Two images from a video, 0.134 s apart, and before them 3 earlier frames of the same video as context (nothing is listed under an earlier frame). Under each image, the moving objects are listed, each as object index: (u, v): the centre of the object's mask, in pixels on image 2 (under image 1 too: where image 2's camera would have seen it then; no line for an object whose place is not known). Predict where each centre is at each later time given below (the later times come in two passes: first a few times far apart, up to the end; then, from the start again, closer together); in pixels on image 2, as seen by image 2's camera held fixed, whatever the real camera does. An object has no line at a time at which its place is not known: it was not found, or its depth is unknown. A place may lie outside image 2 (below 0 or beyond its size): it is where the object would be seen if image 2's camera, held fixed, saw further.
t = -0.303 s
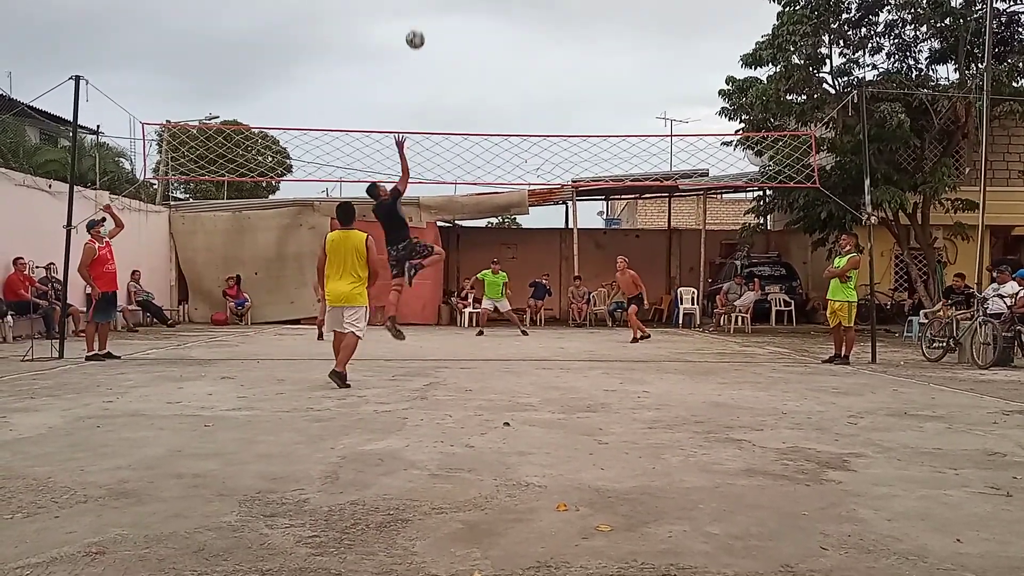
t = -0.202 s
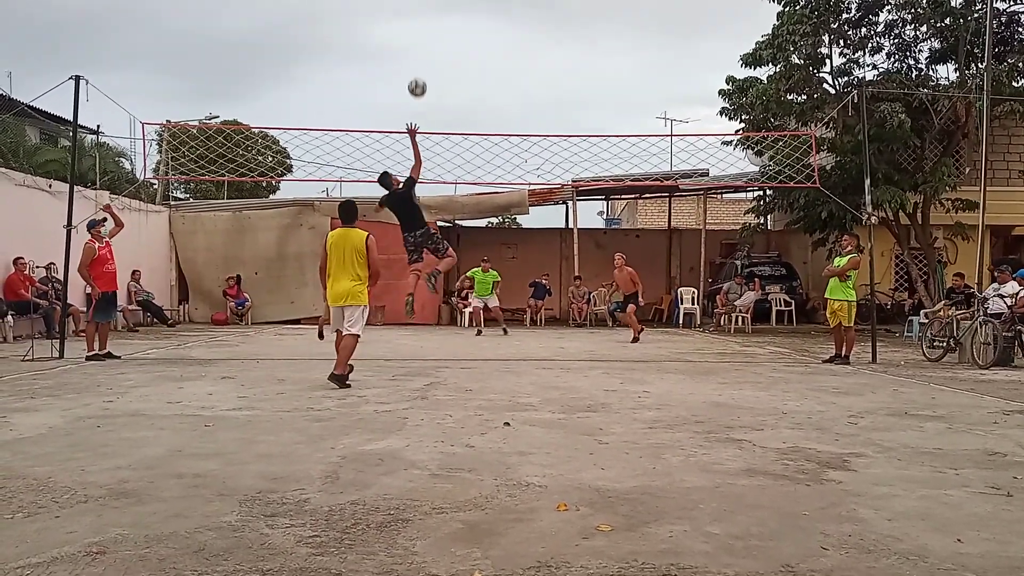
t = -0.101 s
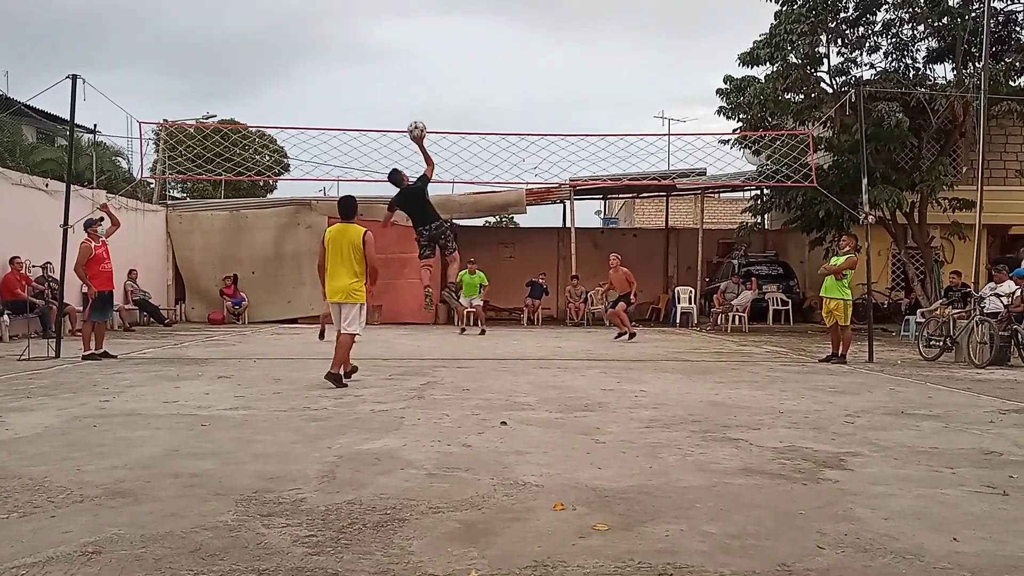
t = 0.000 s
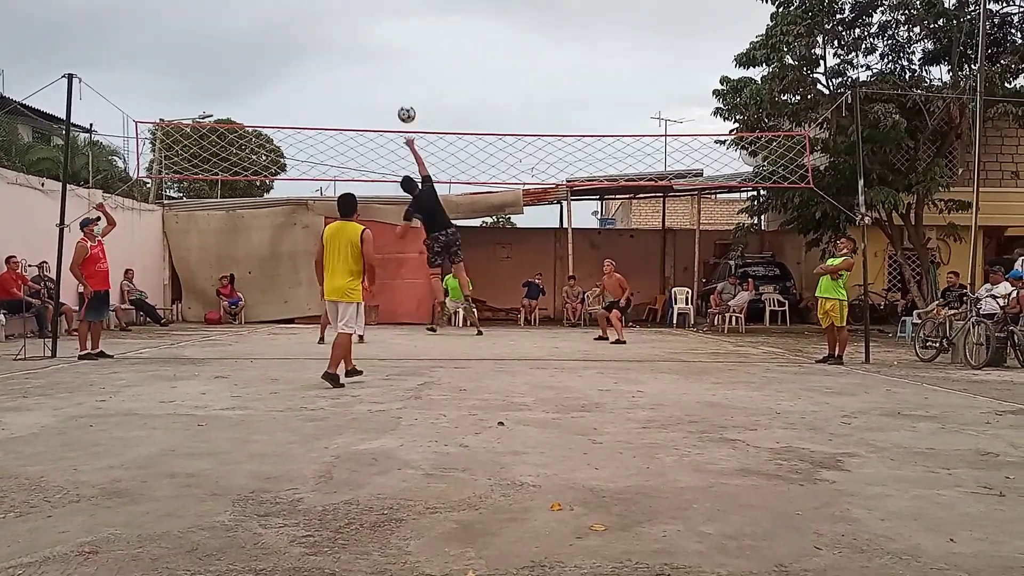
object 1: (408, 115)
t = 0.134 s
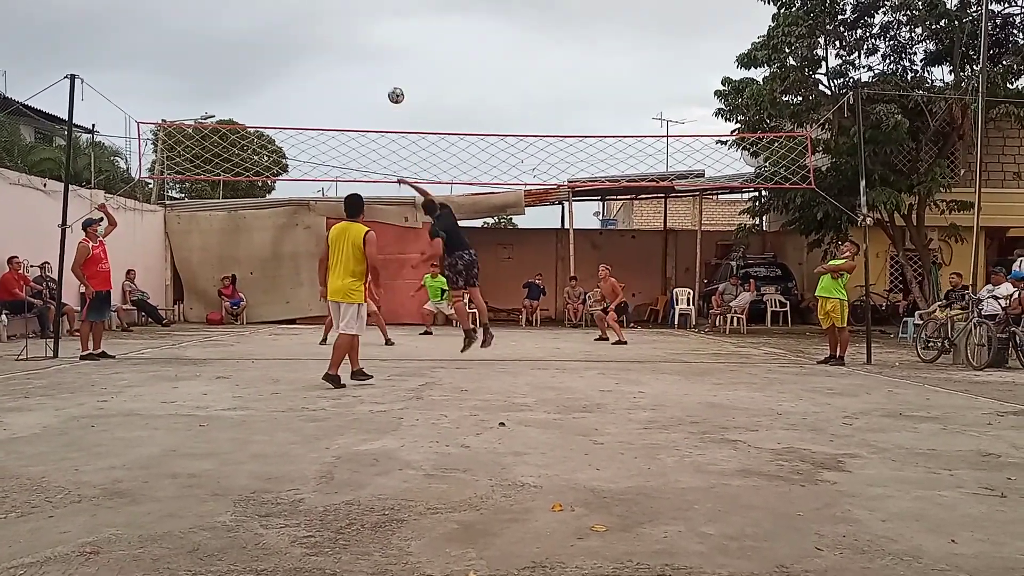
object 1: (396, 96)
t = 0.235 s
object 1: (388, 91)
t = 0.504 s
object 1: (370, 109)
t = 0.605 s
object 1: (365, 124)
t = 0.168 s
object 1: (393, 93)
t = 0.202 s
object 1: (390, 92)
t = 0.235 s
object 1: (388, 91)
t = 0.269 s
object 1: (385, 91)
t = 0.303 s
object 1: (383, 92)
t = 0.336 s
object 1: (380, 93)
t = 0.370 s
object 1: (379, 95)
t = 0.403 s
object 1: (377, 98)
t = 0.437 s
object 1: (374, 101)
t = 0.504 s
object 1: (370, 109)
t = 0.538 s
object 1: (369, 113)
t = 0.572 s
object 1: (367, 119)
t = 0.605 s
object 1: (365, 124)
